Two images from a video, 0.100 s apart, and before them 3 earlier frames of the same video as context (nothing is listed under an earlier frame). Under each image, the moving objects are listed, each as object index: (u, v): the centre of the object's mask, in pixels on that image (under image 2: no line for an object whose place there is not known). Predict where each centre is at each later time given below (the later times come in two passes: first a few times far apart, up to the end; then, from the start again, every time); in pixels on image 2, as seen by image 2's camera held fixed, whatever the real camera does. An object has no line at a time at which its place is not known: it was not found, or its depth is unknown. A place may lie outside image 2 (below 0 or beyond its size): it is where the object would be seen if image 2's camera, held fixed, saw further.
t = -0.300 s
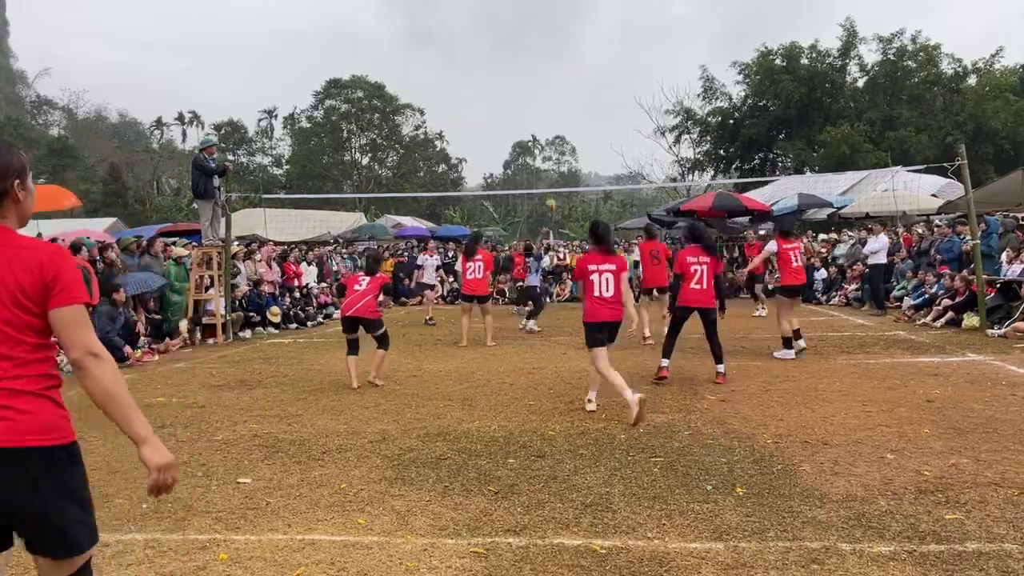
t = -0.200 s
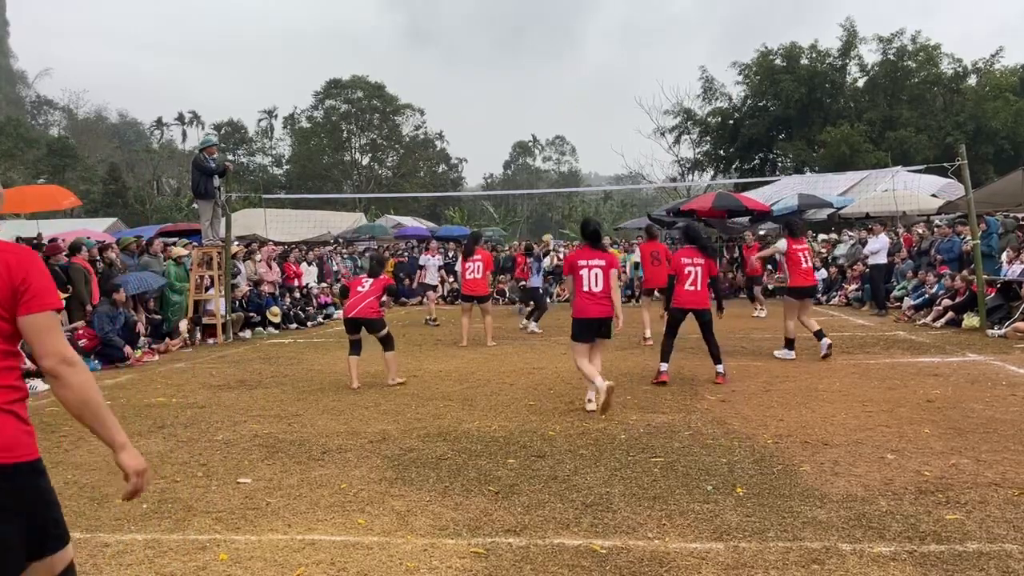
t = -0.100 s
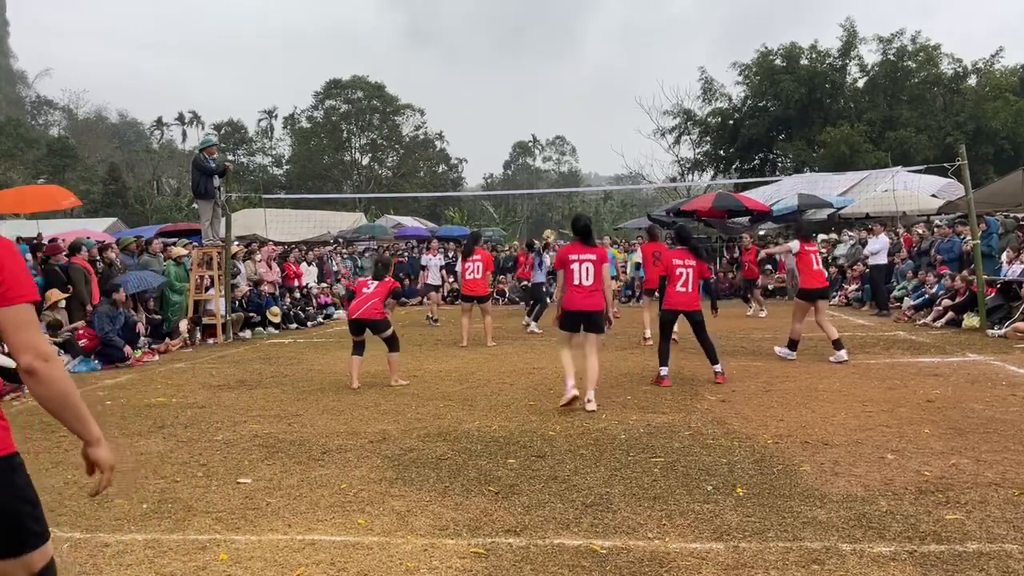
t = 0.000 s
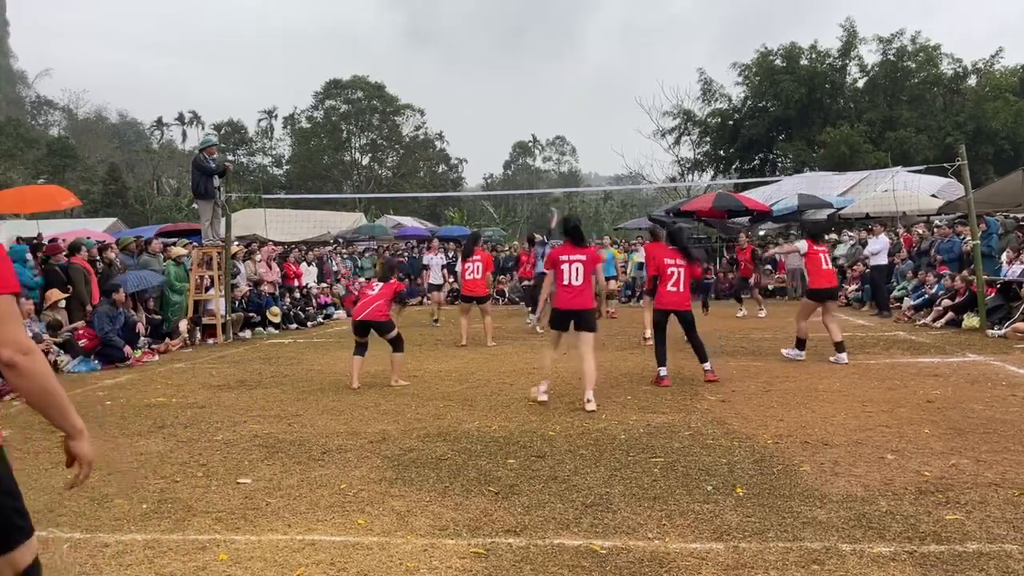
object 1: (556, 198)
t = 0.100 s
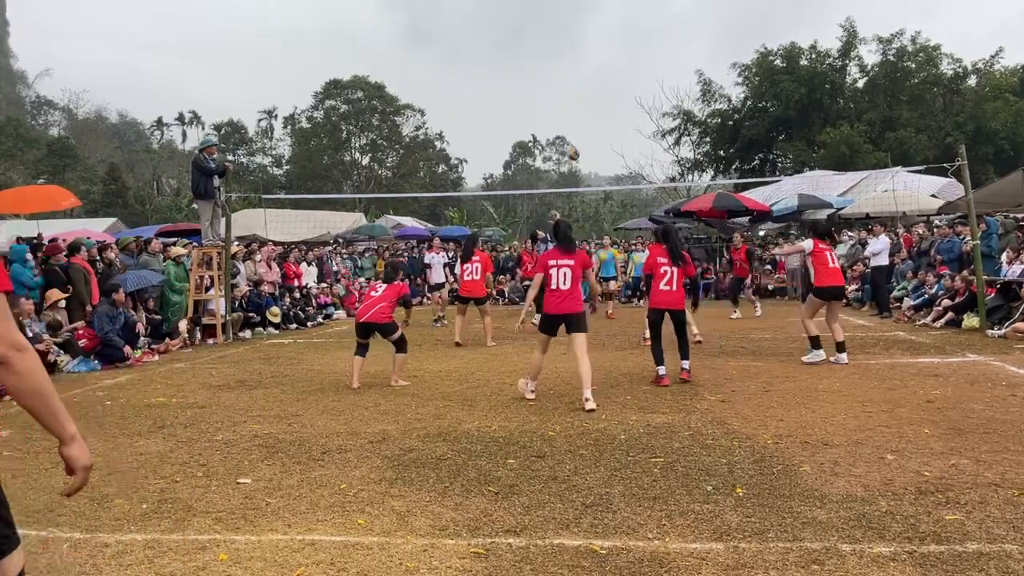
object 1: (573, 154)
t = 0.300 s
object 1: (600, 90)
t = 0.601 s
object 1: (641, 42)
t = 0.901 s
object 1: (684, 51)
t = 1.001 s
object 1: (698, 67)
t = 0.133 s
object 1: (578, 142)
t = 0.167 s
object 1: (582, 129)
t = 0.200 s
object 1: (586, 119)
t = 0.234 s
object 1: (591, 108)
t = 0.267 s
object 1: (595, 99)
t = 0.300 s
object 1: (600, 90)
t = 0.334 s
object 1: (604, 81)
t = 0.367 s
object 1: (609, 74)
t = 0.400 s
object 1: (614, 67)
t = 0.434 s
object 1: (618, 61)
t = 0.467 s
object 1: (623, 56)
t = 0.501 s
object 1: (627, 51)
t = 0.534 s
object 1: (632, 47)
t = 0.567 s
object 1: (637, 44)
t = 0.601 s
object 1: (641, 42)
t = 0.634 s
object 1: (646, 40)
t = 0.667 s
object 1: (651, 39)
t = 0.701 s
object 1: (655, 38)
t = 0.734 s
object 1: (660, 39)
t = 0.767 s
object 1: (665, 40)
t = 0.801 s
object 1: (669, 41)
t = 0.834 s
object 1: (674, 44)
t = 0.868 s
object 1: (679, 47)
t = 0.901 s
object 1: (684, 51)
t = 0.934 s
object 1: (689, 56)
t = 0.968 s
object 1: (693, 61)
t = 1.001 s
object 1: (698, 67)
